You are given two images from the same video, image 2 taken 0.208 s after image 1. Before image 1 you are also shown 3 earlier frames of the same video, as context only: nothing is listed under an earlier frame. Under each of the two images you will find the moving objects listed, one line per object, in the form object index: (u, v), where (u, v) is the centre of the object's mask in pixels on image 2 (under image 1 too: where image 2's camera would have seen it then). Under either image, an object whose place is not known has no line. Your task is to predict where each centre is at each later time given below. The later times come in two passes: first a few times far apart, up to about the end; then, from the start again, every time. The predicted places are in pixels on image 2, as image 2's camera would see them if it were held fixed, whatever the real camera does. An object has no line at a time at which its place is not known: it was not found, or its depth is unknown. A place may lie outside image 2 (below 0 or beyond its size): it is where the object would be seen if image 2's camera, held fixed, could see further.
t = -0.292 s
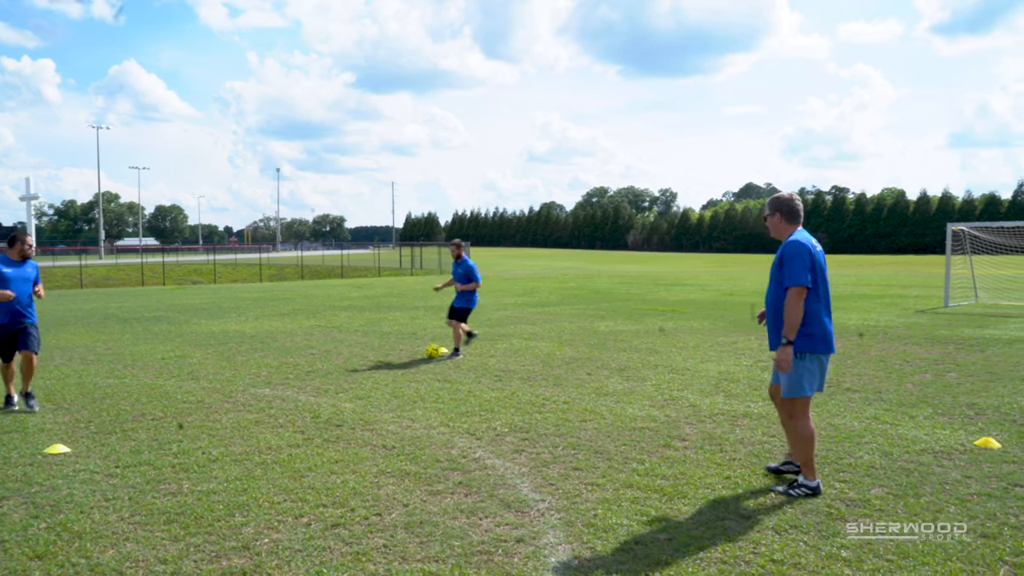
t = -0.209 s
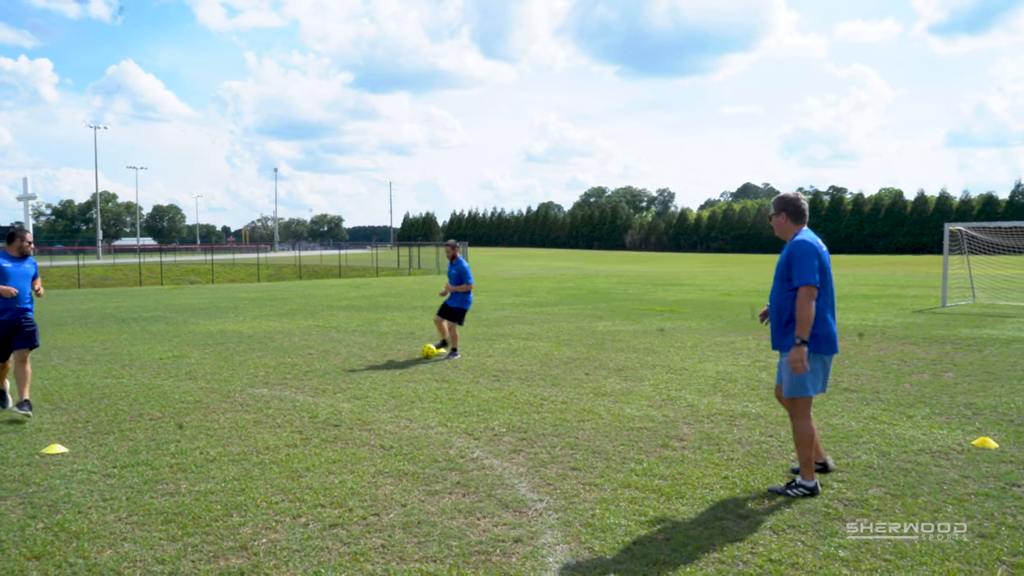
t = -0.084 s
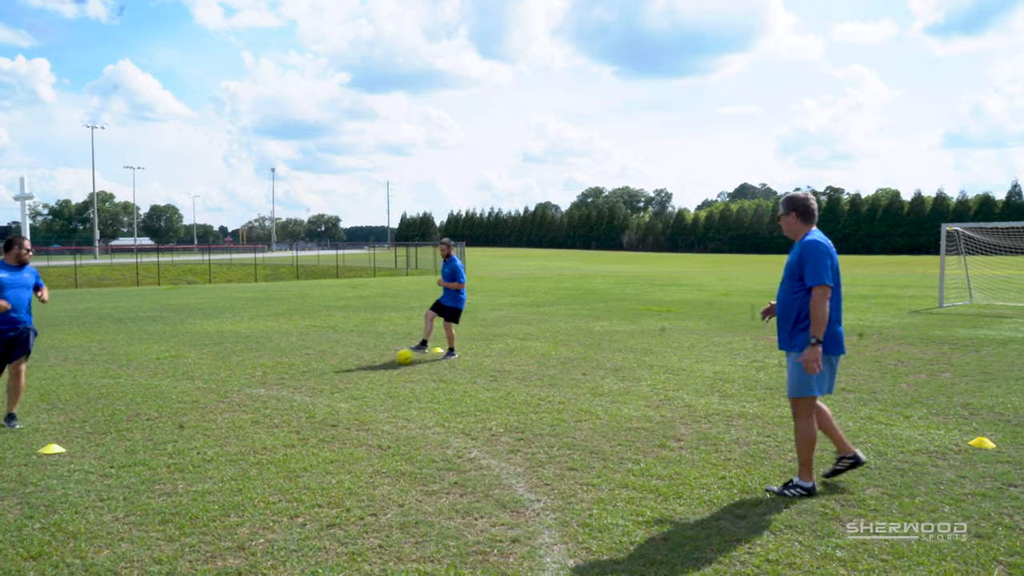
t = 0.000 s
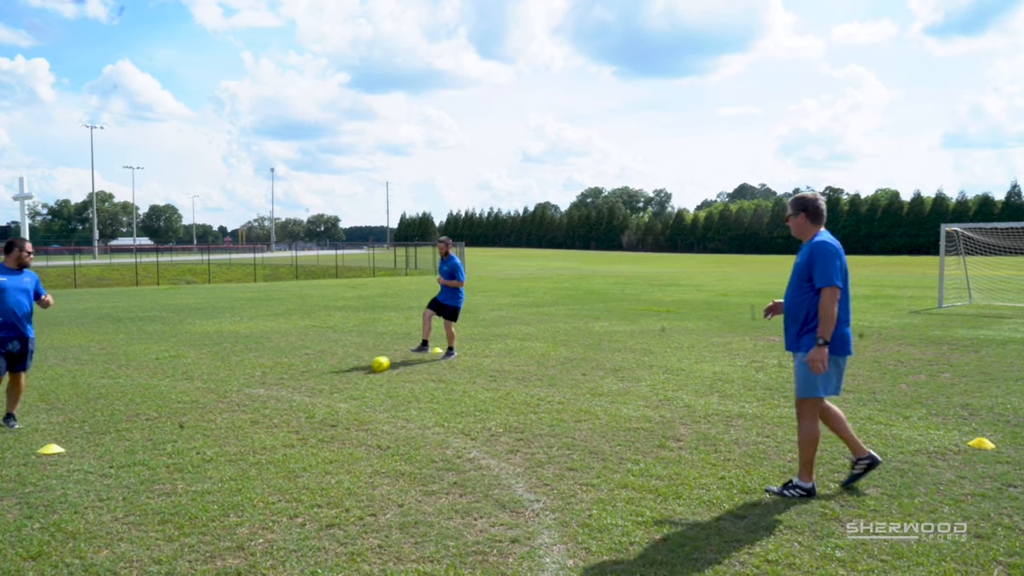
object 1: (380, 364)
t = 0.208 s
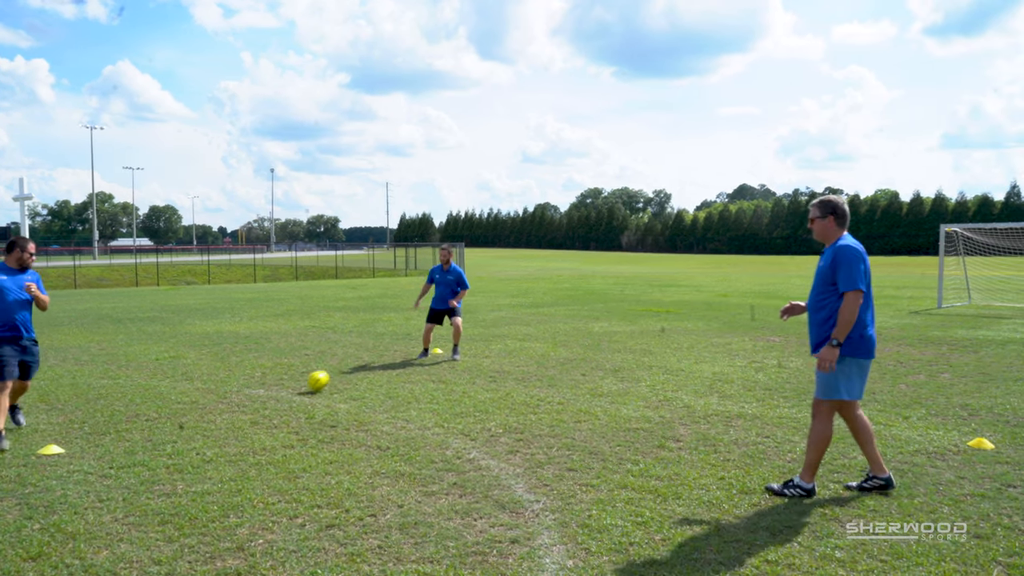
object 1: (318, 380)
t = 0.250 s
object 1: (304, 387)
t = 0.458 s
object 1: (242, 395)
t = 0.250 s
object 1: (304, 387)
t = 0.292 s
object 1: (292, 386)
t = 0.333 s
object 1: (281, 385)
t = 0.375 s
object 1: (268, 386)
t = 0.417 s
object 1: (255, 390)
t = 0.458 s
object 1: (242, 395)
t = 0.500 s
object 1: (228, 403)
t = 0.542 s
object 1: (214, 413)
